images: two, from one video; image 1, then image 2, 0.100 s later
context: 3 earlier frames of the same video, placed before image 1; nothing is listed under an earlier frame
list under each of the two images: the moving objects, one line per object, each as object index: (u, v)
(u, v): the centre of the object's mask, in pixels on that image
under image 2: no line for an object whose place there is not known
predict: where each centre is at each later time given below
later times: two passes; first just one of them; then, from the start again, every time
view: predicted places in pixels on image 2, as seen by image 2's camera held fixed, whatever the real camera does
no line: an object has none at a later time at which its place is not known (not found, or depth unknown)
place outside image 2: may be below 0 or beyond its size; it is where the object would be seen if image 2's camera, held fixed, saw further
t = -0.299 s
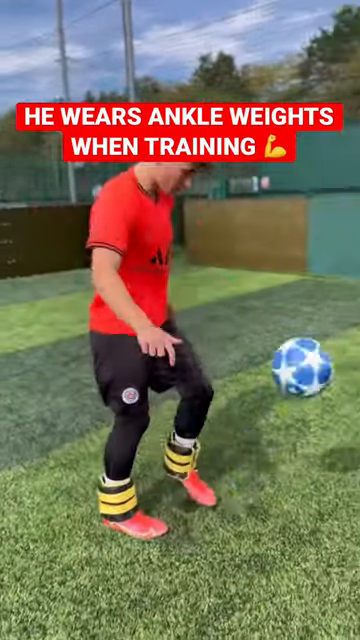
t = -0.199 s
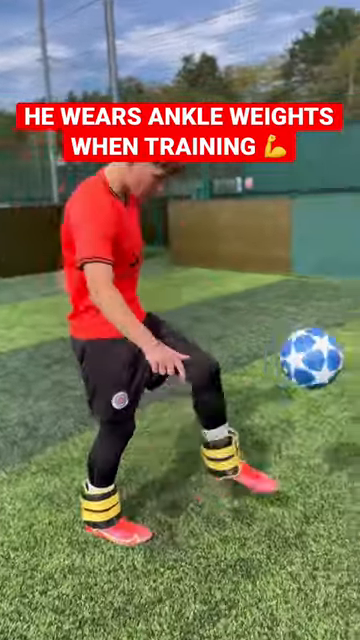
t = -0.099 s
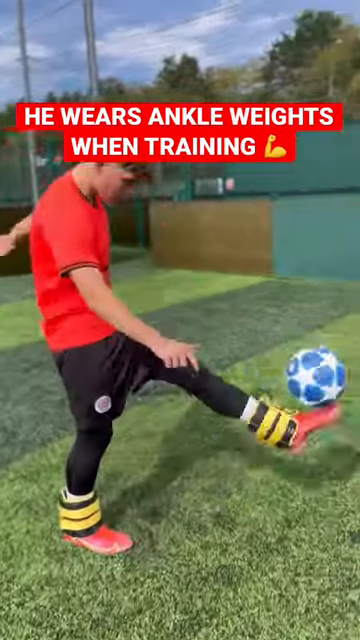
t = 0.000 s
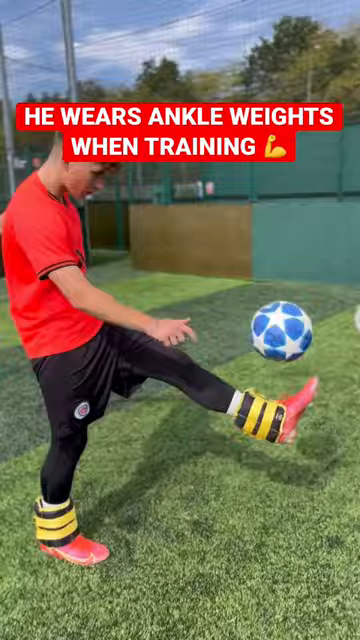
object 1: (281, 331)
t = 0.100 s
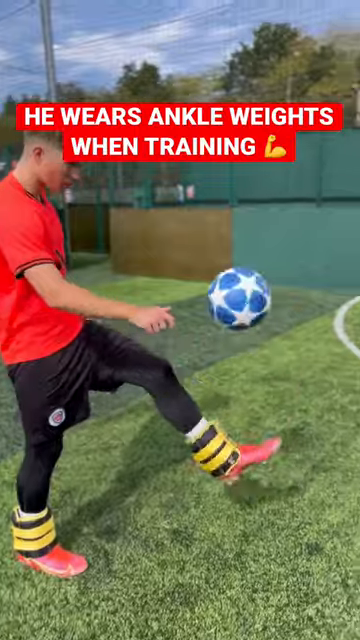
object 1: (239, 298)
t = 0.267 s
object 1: (205, 293)
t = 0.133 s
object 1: (232, 290)
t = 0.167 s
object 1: (225, 287)
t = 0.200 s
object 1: (219, 286)
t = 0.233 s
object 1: (212, 288)
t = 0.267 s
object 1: (205, 293)
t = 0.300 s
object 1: (200, 301)
